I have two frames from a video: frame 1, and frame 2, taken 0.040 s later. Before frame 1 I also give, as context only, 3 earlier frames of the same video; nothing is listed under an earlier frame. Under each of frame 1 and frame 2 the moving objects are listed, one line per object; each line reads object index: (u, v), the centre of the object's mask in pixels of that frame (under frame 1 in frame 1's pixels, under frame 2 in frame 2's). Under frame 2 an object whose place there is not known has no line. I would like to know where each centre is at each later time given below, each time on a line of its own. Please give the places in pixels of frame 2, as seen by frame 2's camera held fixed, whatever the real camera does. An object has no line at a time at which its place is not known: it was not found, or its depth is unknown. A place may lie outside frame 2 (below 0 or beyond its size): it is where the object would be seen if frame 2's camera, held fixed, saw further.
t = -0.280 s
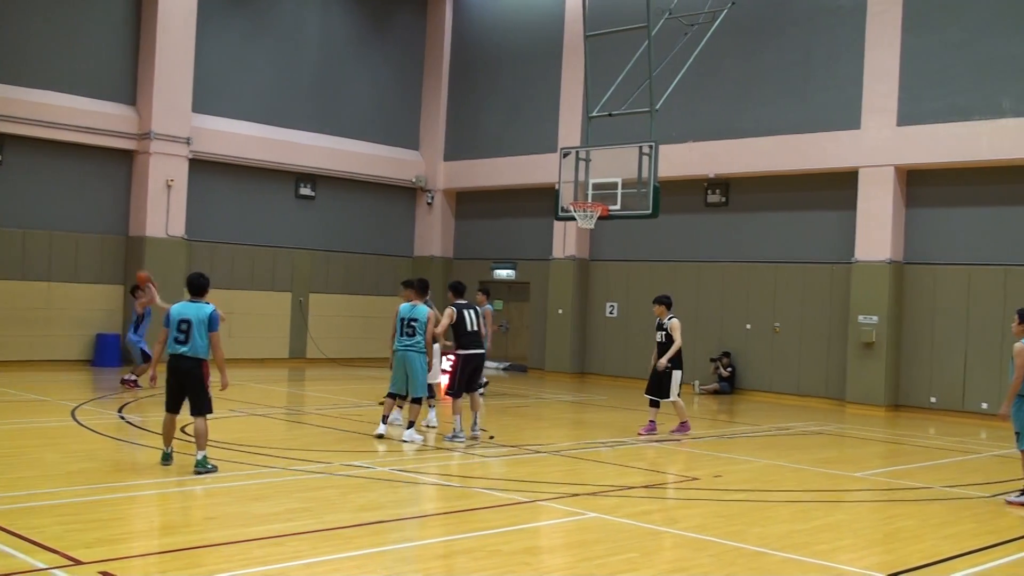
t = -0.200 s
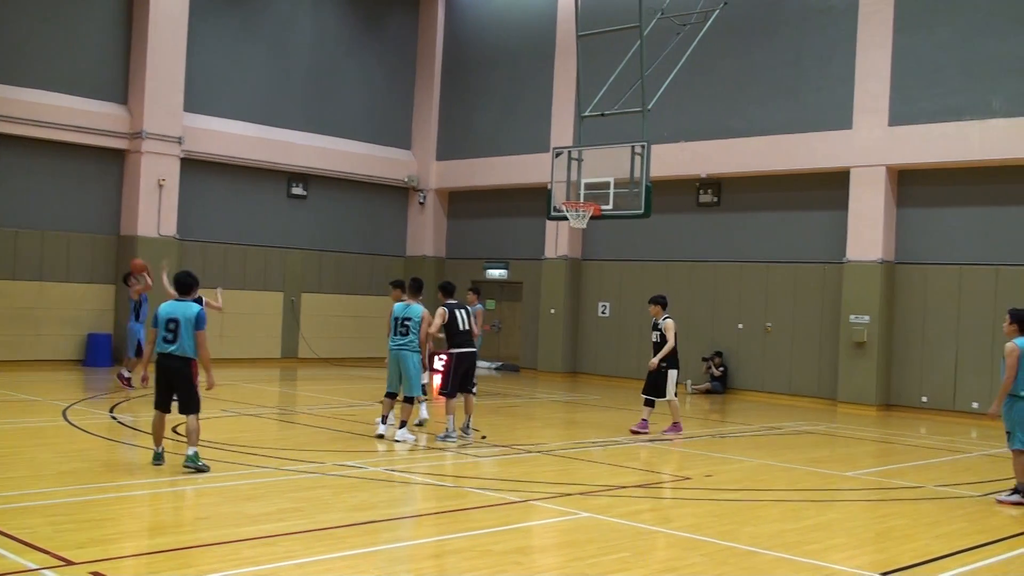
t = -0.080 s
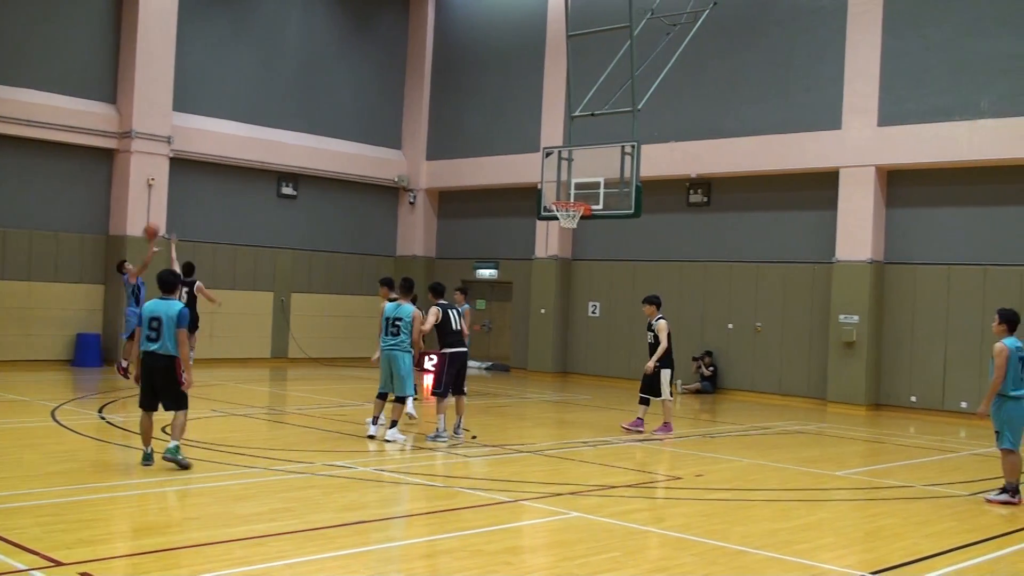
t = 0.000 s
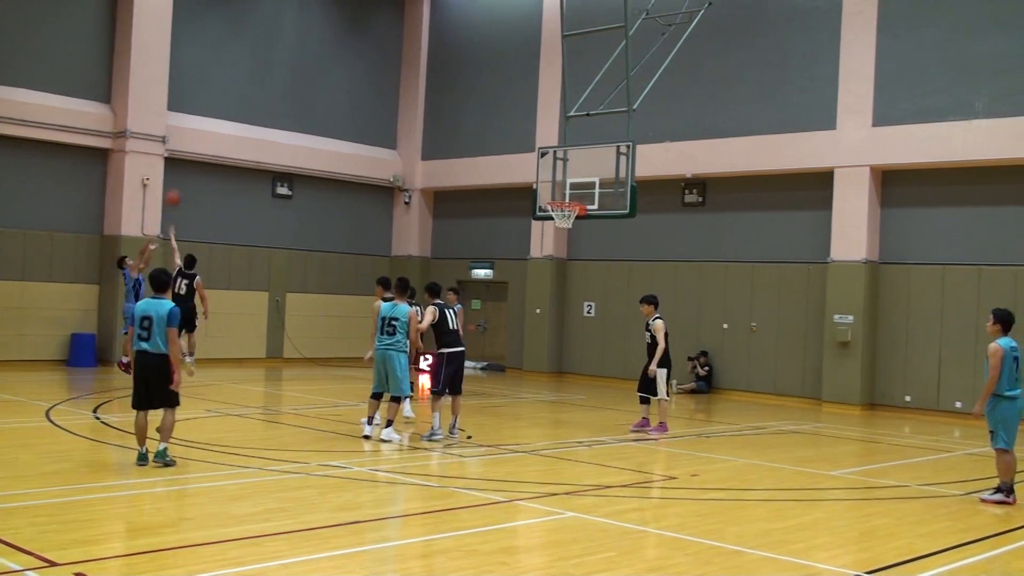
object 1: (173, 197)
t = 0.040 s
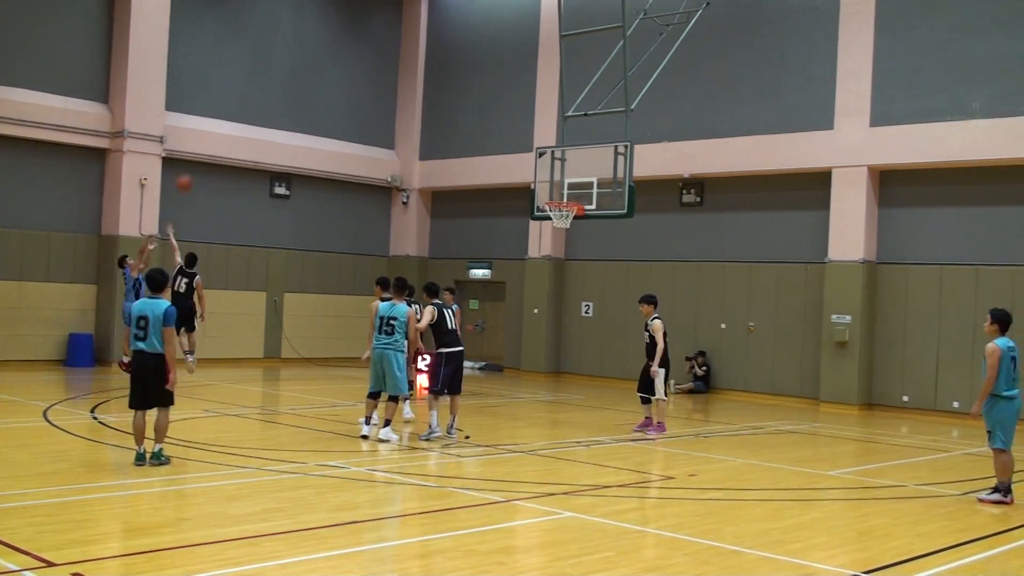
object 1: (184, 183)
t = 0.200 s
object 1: (237, 134)
